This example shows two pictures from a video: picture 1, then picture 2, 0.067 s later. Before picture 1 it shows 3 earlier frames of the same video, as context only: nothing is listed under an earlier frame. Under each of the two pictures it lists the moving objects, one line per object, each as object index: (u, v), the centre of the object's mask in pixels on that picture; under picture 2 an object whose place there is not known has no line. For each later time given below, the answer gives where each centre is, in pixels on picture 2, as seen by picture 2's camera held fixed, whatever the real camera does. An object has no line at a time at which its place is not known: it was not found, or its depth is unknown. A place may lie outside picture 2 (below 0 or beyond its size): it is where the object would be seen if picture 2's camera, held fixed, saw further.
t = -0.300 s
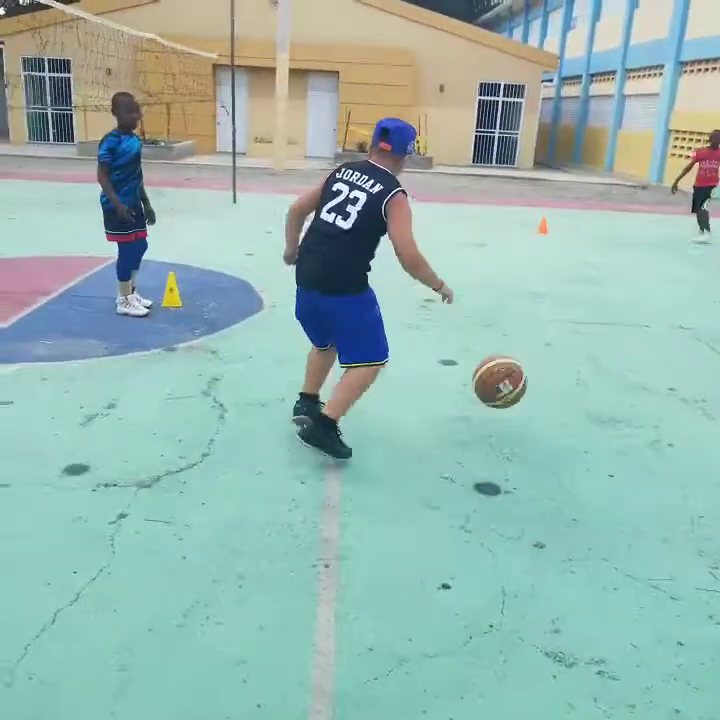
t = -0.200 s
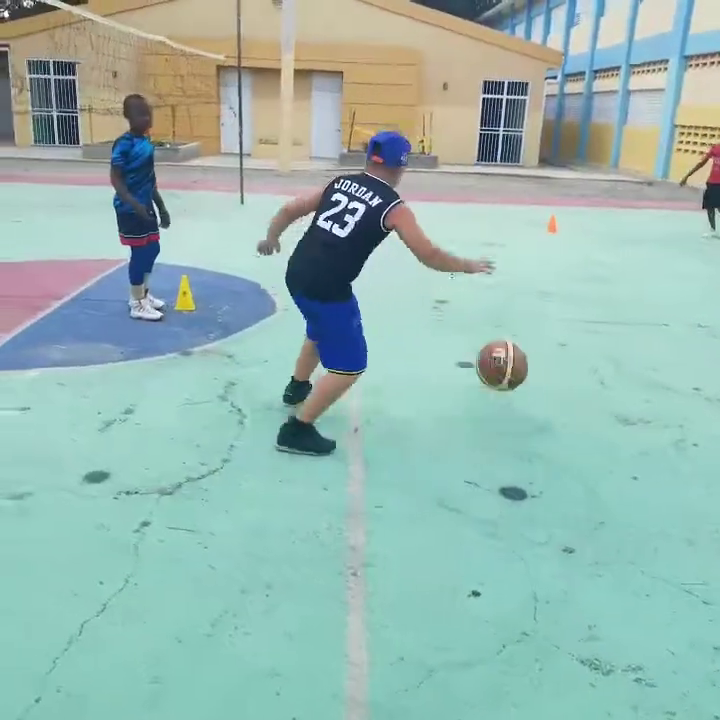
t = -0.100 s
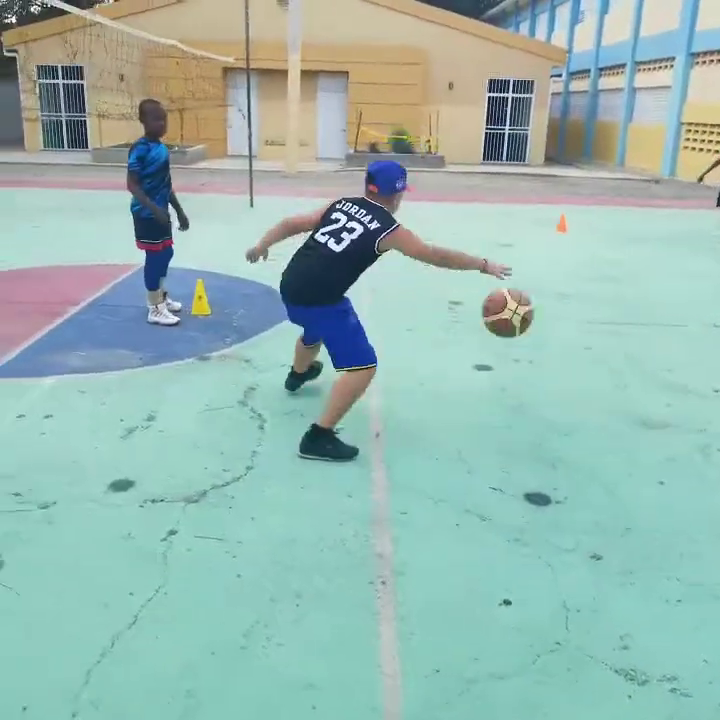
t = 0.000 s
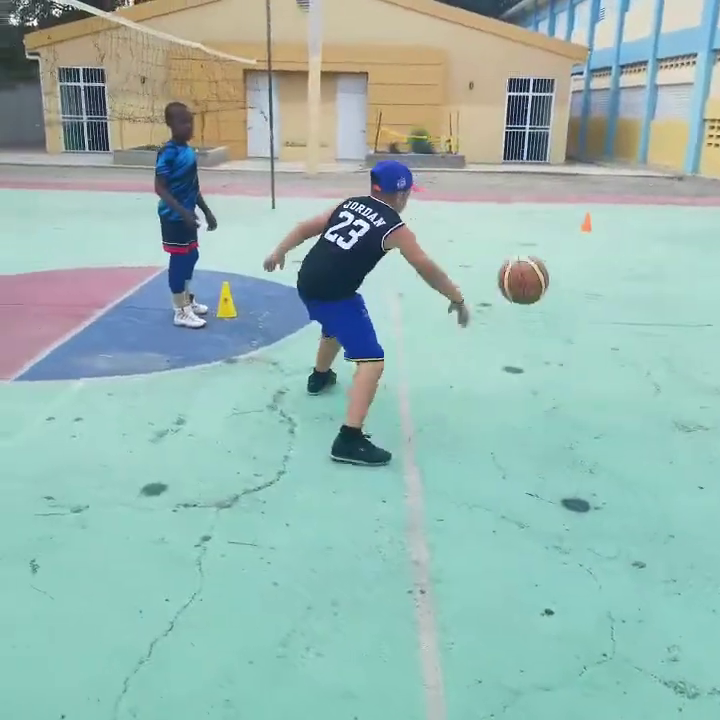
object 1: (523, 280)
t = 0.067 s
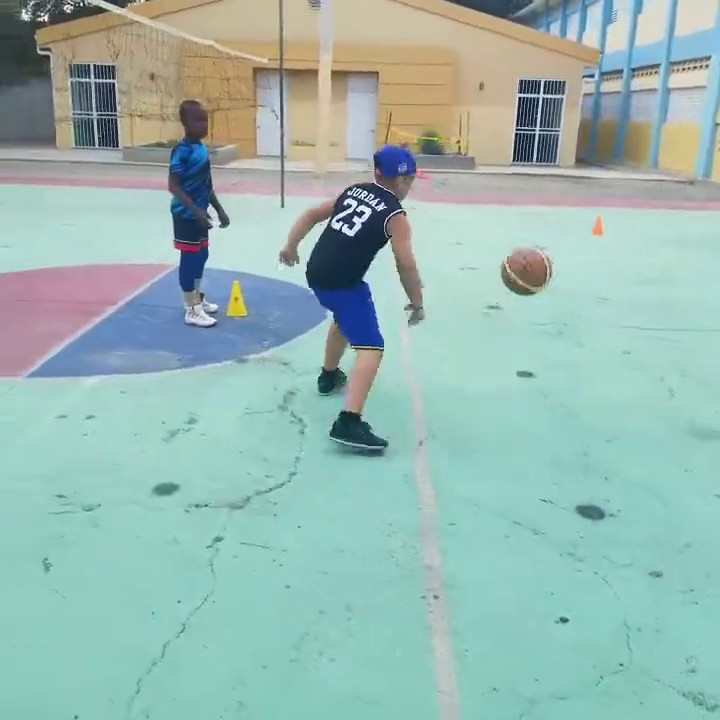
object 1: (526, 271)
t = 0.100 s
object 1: (521, 268)
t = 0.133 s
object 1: (516, 268)
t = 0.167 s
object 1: (510, 270)
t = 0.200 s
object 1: (503, 274)
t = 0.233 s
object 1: (497, 279)
